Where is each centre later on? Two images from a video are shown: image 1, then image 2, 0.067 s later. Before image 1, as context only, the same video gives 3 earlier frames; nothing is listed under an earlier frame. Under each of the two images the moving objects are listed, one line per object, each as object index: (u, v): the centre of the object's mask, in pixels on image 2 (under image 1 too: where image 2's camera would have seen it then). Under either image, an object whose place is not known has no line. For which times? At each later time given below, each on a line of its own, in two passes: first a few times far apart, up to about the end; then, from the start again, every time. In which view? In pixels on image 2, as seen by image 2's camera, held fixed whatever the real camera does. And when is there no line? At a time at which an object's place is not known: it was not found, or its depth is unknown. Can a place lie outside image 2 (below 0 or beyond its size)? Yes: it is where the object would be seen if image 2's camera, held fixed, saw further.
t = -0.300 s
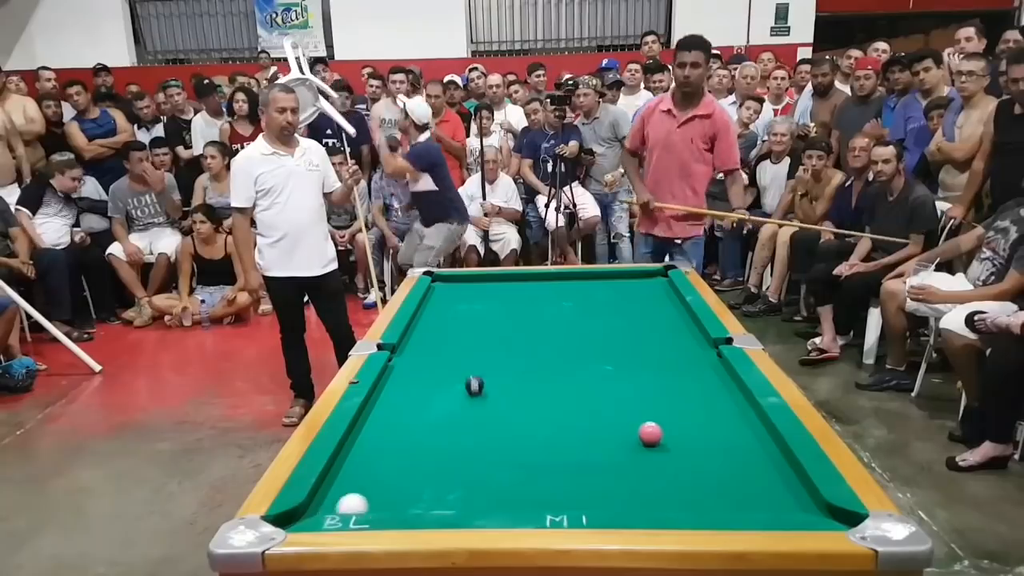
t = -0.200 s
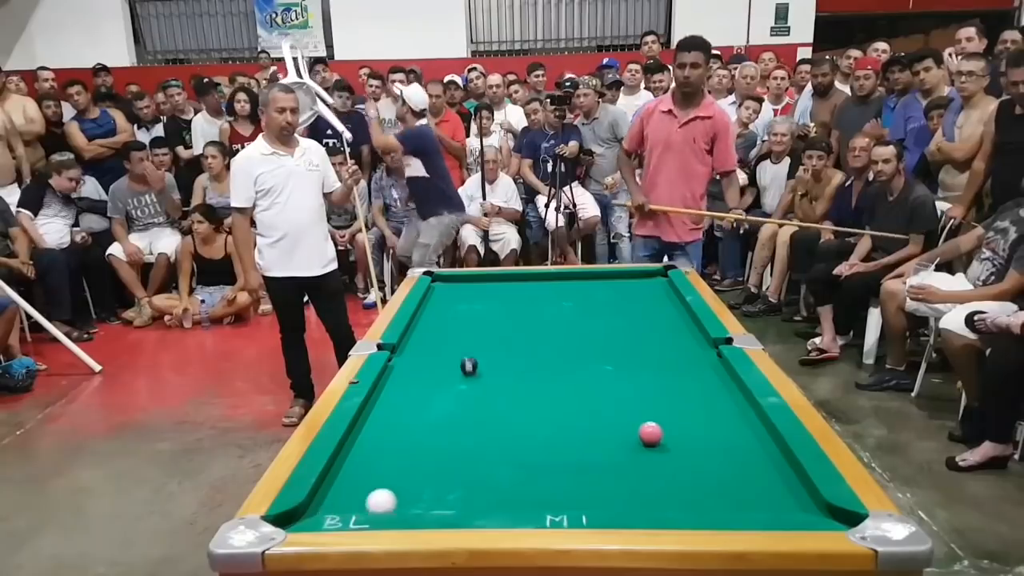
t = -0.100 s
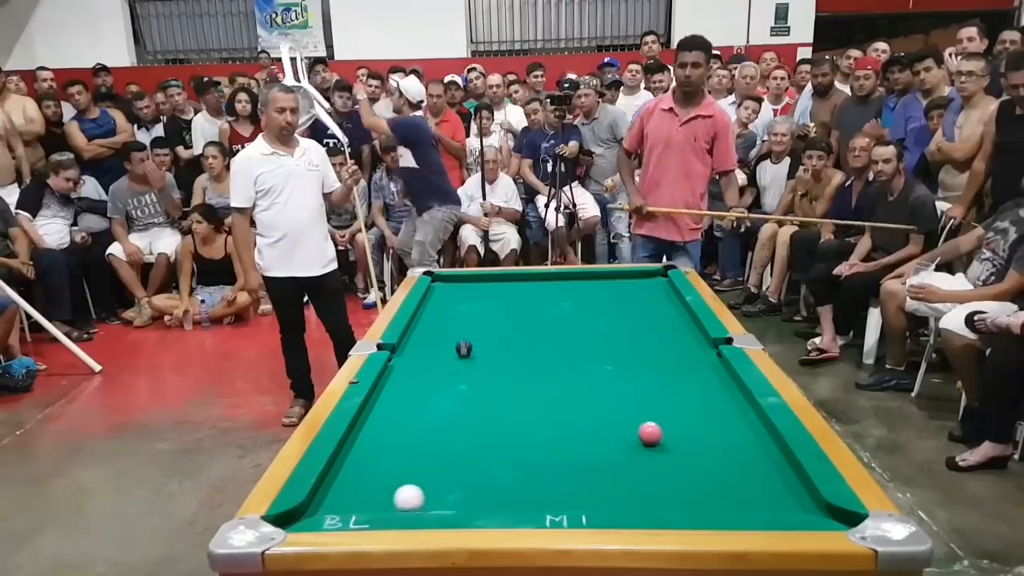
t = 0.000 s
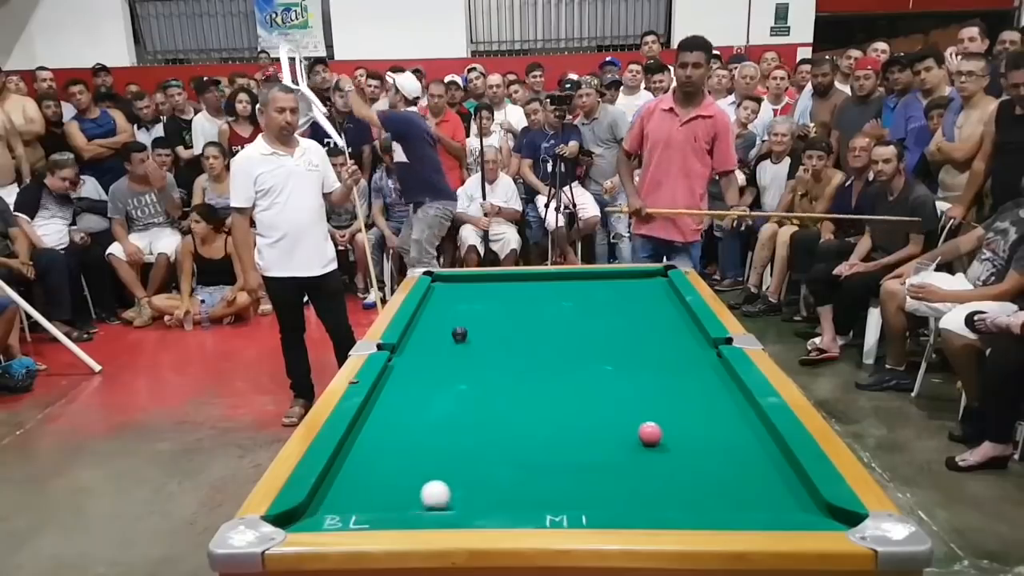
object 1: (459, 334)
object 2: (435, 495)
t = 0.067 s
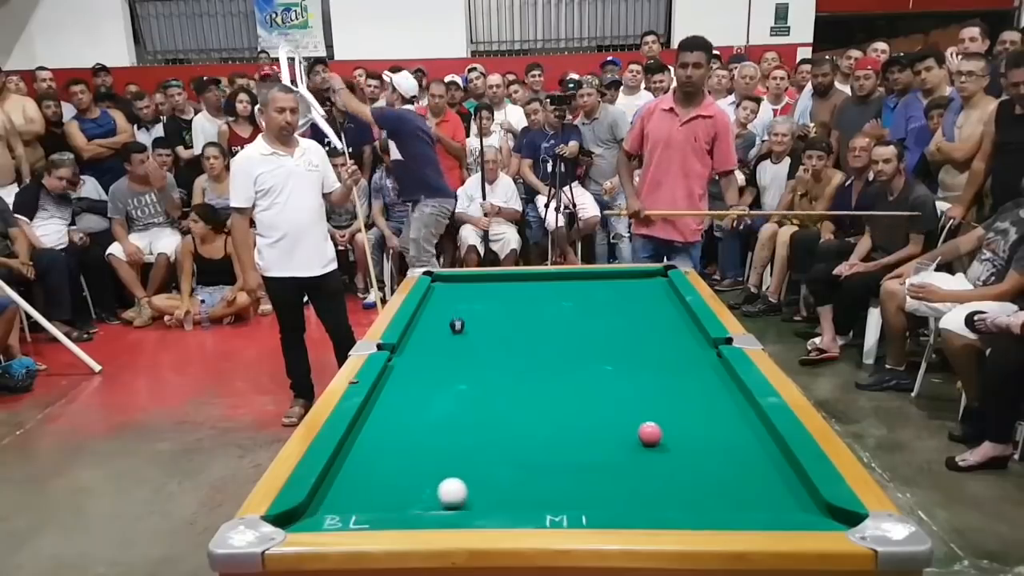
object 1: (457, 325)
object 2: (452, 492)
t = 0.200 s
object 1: (452, 309)
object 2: (485, 487)
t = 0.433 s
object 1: (446, 286)
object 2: (537, 479)
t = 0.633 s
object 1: (442, 282)
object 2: (579, 473)
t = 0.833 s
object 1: (462, 288)
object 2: (613, 468)
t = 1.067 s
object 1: (487, 297)
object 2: (654, 461)
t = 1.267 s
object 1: (509, 304)
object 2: (686, 456)
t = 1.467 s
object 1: (532, 311)
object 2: (716, 452)
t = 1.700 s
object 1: (560, 320)
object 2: (746, 447)
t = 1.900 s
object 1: (586, 328)
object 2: (770, 443)
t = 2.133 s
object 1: (617, 338)
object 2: (750, 441)
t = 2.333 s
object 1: (642, 346)
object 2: (737, 438)
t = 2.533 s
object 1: (671, 356)
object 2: (723, 437)
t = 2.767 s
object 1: (707, 366)
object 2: (713, 435)
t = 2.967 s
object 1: (718, 374)
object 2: (706, 434)
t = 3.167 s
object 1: (706, 379)
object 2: (702, 433)
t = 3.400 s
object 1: (694, 385)
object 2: (701, 433)
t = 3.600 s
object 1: (684, 390)
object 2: (701, 433)
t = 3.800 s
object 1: (676, 393)
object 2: (701, 432)
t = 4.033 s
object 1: (666, 397)
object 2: (701, 433)
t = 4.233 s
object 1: (659, 400)
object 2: (701, 432)
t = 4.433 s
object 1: (653, 402)
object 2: (701, 433)
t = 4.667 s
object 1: (648, 404)
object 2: (701, 433)
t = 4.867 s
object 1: (644, 405)
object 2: (701, 433)
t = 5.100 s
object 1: (643, 405)
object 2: (701, 432)
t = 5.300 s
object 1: (643, 405)
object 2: (701, 433)
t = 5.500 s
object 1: (643, 405)
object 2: (701, 433)
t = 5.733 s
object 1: (643, 405)
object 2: (701, 432)
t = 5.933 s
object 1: (644, 405)
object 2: (701, 432)
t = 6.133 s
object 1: (644, 405)
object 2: (701, 432)
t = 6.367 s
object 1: (643, 405)
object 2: (701, 433)
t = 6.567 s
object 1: (644, 405)
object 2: (701, 432)
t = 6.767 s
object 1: (644, 405)
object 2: (701, 432)
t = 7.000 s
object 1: (644, 405)
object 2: (701, 432)
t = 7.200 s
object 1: (644, 405)
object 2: (701, 432)
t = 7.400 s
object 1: (644, 405)
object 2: (701, 432)
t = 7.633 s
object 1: (644, 405)
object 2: (701, 432)
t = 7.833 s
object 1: (644, 405)
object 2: (701, 432)
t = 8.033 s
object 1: (644, 405)
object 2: (701, 432)
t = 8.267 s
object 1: (643, 405)
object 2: (701, 432)
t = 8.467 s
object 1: (643, 405)
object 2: (701, 432)
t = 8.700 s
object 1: (643, 405)
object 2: (701, 432)
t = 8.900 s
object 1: (644, 405)
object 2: (701, 432)
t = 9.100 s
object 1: (644, 405)
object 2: (701, 432)
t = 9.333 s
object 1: (644, 405)
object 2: (702, 432)
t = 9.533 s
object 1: (644, 405)
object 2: (701, 432)
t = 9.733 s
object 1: (643, 405)
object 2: (701, 432)
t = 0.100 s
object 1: (455, 321)
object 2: (460, 491)
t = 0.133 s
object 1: (454, 317)
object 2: (468, 490)
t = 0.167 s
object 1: (453, 314)
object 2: (477, 489)
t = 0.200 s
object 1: (452, 309)
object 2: (485, 487)
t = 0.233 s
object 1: (451, 306)
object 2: (492, 486)
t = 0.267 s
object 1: (450, 302)
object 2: (500, 485)
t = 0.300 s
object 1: (449, 299)
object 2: (508, 484)
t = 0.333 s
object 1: (448, 296)
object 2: (515, 482)
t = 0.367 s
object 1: (447, 292)
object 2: (523, 481)
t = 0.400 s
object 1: (447, 289)
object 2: (530, 480)
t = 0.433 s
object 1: (446, 286)
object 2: (537, 479)
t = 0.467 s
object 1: (445, 283)
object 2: (544, 478)
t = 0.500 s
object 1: (444, 281)
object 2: (551, 477)
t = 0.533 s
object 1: (443, 279)
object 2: (558, 476)
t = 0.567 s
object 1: (437, 280)
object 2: (565, 475)
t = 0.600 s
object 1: (438, 281)
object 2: (572, 474)
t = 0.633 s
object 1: (442, 282)
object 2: (579, 473)
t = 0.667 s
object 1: (446, 283)
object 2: (585, 472)
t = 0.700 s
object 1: (447, 284)
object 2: (588, 471)
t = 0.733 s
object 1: (451, 285)
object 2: (594, 470)
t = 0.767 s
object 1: (454, 287)
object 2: (601, 469)
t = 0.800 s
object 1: (458, 287)
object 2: (607, 468)
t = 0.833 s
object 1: (462, 288)
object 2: (613, 468)
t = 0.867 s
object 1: (465, 290)
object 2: (619, 467)
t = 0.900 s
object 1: (468, 291)
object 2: (625, 466)
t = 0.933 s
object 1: (472, 292)
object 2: (631, 465)
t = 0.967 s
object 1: (476, 293)
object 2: (638, 464)
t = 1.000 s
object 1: (479, 294)
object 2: (643, 463)
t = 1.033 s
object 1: (483, 296)
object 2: (649, 462)
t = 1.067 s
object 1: (487, 297)
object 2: (654, 461)
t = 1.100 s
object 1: (490, 298)
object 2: (660, 460)
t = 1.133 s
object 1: (494, 299)
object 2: (665, 460)
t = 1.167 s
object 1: (498, 301)
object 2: (671, 459)
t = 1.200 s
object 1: (502, 302)
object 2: (676, 458)
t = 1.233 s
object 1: (505, 303)
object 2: (681, 457)
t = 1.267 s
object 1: (509, 304)
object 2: (686, 456)
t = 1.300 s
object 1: (513, 305)
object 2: (692, 456)
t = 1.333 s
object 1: (517, 306)
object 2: (696, 455)
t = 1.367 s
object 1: (521, 308)
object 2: (701, 454)
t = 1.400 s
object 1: (524, 309)
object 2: (706, 454)
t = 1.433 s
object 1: (528, 310)
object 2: (711, 453)
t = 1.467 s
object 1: (532, 311)
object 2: (716, 452)
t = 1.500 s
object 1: (536, 312)
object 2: (720, 451)
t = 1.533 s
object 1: (540, 314)
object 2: (725, 451)
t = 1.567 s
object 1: (544, 316)
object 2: (729, 450)
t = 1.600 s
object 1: (548, 316)
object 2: (734, 449)
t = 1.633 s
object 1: (552, 318)
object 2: (738, 449)
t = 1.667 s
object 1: (556, 319)
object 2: (742, 448)
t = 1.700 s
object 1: (560, 320)
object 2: (746, 447)
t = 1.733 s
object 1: (565, 322)
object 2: (750, 447)
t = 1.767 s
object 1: (569, 323)
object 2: (754, 446)
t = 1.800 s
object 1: (573, 325)
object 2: (759, 446)
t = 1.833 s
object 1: (577, 326)
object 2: (763, 445)
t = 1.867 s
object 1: (581, 327)
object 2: (766, 444)
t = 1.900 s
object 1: (586, 328)
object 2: (770, 443)
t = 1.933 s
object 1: (590, 330)
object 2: (768, 443)
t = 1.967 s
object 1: (594, 332)
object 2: (765, 443)
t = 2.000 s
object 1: (599, 333)
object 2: (762, 442)
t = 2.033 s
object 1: (603, 334)
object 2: (759, 442)
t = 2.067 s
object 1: (608, 336)
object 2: (756, 441)
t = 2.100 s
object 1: (612, 337)
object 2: (753, 441)
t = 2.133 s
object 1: (617, 338)
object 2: (750, 441)
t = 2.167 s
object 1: (622, 340)
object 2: (747, 440)
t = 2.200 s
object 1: (626, 341)
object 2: (745, 440)
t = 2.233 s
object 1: (628, 342)
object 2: (743, 440)
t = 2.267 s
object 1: (633, 344)
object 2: (741, 439)
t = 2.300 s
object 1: (638, 345)
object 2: (739, 439)
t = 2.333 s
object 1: (642, 346)
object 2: (737, 438)
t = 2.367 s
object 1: (647, 348)
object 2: (734, 438)
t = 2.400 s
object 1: (652, 349)
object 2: (732, 438)
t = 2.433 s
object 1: (657, 351)
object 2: (730, 438)
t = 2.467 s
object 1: (662, 352)
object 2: (728, 437)
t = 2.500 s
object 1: (666, 354)
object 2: (726, 437)
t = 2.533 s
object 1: (671, 356)
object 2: (723, 437)
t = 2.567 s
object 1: (676, 358)
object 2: (721, 437)
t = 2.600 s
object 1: (681, 359)
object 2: (720, 437)
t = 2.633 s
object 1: (686, 360)
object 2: (718, 436)
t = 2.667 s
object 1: (691, 362)
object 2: (717, 436)
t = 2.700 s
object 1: (696, 363)
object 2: (715, 436)
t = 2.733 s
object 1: (701, 365)
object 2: (714, 435)
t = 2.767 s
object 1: (707, 366)
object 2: (713, 435)
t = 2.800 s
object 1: (712, 368)
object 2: (712, 435)
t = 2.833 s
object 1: (717, 370)
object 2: (711, 434)
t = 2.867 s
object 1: (722, 371)
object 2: (710, 434)
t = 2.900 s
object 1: (722, 372)
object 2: (709, 434)
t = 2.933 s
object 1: (720, 373)
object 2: (707, 434)
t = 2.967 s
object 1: (718, 374)
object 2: (706, 434)
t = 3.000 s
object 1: (716, 375)
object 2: (706, 434)
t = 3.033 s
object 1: (714, 376)
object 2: (705, 433)
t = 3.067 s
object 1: (712, 377)
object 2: (704, 433)
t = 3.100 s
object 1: (710, 378)
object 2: (704, 433)
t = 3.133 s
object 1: (708, 378)
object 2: (703, 433)
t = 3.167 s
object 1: (706, 379)
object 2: (702, 433)
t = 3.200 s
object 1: (705, 380)
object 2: (702, 433)
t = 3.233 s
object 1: (703, 381)
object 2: (702, 433)
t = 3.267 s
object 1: (701, 382)
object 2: (701, 433)
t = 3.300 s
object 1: (699, 383)
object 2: (701, 433)
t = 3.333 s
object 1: (698, 383)
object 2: (701, 433)
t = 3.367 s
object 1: (696, 384)
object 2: (701, 433)
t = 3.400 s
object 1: (694, 385)
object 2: (701, 433)
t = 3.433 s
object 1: (692, 386)
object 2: (701, 433)
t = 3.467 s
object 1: (691, 386)
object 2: (701, 433)
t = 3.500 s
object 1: (689, 387)
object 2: (701, 433)
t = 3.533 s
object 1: (687, 388)
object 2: (701, 433)
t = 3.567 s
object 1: (685, 389)
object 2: (701, 432)
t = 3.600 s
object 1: (684, 390)
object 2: (701, 433)
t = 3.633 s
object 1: (682, 390)
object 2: (701, 432)
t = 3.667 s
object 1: (681, 391)
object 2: (701, 432)
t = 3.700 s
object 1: (680, 392)
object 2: (701, 432)
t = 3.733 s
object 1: (678, 393)
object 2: (701, 432)
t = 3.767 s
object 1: (677, 393)
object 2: (701, 432)
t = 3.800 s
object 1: (676, 393)
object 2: (701, 432)
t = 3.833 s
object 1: (675, 394)
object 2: (701, 432)
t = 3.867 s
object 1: (673, 394)
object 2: (701, 432)
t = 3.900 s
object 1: (672, 395)
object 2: (701, 432)
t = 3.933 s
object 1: (671, 395)
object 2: (701, 433)
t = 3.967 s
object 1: (669, 396)
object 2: (701, 433)
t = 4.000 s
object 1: (668, 396)
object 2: (701, 432)
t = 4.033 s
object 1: (666, 397)
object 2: (701, 433)
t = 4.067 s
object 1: (665, 398)
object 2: (701, 433)
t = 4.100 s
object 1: (664, 398)
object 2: (701, 433)
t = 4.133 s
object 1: (663, 399)
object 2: (701, 433)
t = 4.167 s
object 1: (661, 399)
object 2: (701, 433)
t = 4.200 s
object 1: (660, 400)
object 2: (701, 433)
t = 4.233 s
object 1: (659, 400)
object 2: (701, 432)
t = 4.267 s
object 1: (658, 400)
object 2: (701, 433)
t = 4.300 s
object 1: (657, 401)
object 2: (701, 433)
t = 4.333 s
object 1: (656, 401)
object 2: (701, 433)
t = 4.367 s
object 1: (655, 401)
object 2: (701, 433)
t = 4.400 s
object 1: (654, 402)
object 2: (701, 433)
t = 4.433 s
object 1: (653, 402)
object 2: (701, 433)
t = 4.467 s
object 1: (652, 402)
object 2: (701, 433)
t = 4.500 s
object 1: (651, 402)
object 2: (701, 433)
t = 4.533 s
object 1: (651, 403)
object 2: (701, 433)
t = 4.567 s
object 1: (650, 403)
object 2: (701, 433)
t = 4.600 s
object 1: (649, 403)
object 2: (701, 433)
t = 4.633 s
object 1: (648, 403)
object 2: (701, 433)
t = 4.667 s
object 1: (648, 404)
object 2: (701, 433)
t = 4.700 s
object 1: (647, 404)
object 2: (701, 433)
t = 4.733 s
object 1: (646, 404)
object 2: (701, 433)
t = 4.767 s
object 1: (646, 404)
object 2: (701, 433)
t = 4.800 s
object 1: (645, 404)
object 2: (701, 433)
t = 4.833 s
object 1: (645, 405)
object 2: (701, 433)
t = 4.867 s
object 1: (644, 405)
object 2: (701, 433)
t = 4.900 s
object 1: (644, 405)
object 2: (701, 432)
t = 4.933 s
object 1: (643, 405)
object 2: (701, 432)
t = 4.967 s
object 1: (643, 405)
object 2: (701, 432)
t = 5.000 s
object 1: (643, 405)
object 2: (701, 432)
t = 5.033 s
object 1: (643, 405)
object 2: (701, 432)
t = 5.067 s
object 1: (643, 405)
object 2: (701, 432)
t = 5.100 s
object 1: (643, 405)
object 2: (701, 432)
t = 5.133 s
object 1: (643, 405)
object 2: (701, 432)
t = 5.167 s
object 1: (643, 405)
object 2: (701, 432)
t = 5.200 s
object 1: (643, 405)
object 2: (701, 432)
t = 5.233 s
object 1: (643, 405)
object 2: (701, 432)
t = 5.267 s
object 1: (643, 405)
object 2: (701, 432)
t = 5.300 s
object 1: (643, 405)
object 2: (701, 433)
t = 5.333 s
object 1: (643, 405)
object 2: (701, 433)
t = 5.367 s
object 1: (643, 405)
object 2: (701, 433)
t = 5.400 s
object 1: (643, 405)
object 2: (701, 433)
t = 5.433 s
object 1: (643, 405)
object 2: (701, 432)
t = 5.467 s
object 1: (643, 405)
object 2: (701, 433)
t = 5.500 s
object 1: (643, 405)
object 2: (701, 433)
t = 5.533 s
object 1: (643, 405)
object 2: (701, 433)
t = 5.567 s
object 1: (643, 405)
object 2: (701, 433)
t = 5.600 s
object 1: (644, 405)
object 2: (701, 432)
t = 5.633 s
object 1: (643, 405)
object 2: (701, 433)
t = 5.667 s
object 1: (643, 405)
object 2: (701, 432)
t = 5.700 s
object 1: (643, 405)
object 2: (701, 432)
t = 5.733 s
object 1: (643, 405)
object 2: (701, 432)
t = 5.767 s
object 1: (643, 405)
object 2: (701, 432)
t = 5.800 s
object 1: (643, 405)
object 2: (701, 432)
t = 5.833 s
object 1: (643, 405)
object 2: (701, 432)
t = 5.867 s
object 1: (643, 405)
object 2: (701, 432)
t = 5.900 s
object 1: (643, 405)
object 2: (701, 432)
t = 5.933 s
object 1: (644, 405)
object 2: (701, 432)
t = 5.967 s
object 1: (643, 405)
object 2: (701, 432)
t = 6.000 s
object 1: (644, 405)
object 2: (701, 432)
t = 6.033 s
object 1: (644, 405)
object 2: (701, 432)
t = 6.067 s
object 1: (644, 405)
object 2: (701, 432)
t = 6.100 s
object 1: (644, 405)
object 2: (701, 432)
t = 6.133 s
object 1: (644, 405)
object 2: (701, 432)
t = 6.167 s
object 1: (644, 405)
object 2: (702, 432)
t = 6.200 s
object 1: (644, 405)
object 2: (702, 432)
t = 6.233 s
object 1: (644, 405)
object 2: (702, 432)
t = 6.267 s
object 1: (644, 405)
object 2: (701, 432)
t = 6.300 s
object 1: (644, 405)
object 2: (701, 432)
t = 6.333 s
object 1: (644, 405)
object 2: (701, 433)
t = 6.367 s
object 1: (643, 405)
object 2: (701, 433)
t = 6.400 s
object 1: (644, 405)
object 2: (701, 433)
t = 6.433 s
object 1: (644, 405)
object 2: (701, 433)
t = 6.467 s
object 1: (644, 405)
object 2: (701, 432)
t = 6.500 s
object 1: (644, 405)
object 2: (701, 433)
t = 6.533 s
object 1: (644, 405)
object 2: (701, 432)
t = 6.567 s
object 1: (644, 405)
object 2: (701, 432)
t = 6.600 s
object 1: (644, 405)
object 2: (701, 432)
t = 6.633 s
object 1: (644, 405)
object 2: (701, 432)
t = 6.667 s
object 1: (644, 405)
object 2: (701, 432)
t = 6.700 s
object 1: (644, 405)
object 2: (701, 432)
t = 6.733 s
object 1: (644, 405)
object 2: (701, 432)
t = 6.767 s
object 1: (644, 405)
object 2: (701, 432)
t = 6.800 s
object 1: (644, 405)
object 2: (701, 432)
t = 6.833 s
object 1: (644, 405)
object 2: (701, 432)
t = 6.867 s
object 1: (644, 405)
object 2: (701, 432)
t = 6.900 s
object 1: (644, 405)
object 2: (701, 432)
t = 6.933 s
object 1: (644, 405)
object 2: (701, 432)
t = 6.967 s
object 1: (644, 405)
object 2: (701, 432)
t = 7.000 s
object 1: (644, 405)
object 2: (701, 432)
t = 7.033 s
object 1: (644, 405)
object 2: (701, 432)
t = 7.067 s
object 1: (644, 405)
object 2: (701, 432)
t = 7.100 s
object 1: (644, 405)
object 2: (701, 432)
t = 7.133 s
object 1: (644, 405)
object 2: (701, 432)
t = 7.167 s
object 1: (644, 405)
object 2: (701, 432)
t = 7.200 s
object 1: (644, 405)
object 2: (701, 432)
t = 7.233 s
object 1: (644, 405)
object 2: (701, 432)
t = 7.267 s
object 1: (644, 405)
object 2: (701, 432)
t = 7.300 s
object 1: (644, 405)
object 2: (701, 432)
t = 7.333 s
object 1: (644, 405)
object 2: (701, 432)
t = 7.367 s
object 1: (644, 405)
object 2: (701, 432)
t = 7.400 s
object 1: (644, 405)
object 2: (701, 432)
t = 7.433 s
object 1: (644, 405)
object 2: (701, 432)
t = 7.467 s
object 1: (644, 405)
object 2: (701, 432)
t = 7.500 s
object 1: (644, 405)
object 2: (701, 432)
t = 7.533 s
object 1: (644, 405)
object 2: (701, 432)
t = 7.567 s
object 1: (644, 405)
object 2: (701, 432)
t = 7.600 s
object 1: (644, 405)
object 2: (701, 432)
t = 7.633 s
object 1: (644, 405)
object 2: (701, 432)
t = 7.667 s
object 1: (644, 405)
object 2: (701, 432)
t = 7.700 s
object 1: (644, 405)
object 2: (701, 432)
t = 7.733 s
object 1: (644, 405)
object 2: (701, 432)
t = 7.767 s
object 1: (644, 405)
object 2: (701, 432)
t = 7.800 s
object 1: (644, 405)
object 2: (701, 432)
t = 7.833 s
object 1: (644, 405)
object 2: (701, 432)
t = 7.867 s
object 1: (644, 405)
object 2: (701, 432)
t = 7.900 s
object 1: (644, 405)
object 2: (701, 432)
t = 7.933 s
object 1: (644, 405)
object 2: (701, 432)
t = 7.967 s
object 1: (644, 405)
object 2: (701, 432)
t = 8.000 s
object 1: (644, 405)
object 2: (701, 432)
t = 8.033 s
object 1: (644, 405)
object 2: (701, 432)
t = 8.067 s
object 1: (644, 405)
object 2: (701, 432)
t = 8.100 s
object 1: (644, 405)
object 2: (701, 432)
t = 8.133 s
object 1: (644, 405)
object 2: (701, 432)
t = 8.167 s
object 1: (643, 405)
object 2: (701, 432)
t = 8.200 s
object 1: (644, 405)
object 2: (701, 432)
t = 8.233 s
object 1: (643, 405)
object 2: (701, 432)
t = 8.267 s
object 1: (643, 405)
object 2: (701, 432)
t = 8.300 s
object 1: (644, 405)
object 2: (701, 432)
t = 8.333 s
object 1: (643, 405)
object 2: (701, 432)
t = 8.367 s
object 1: (643, 405)
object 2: (701, 432)
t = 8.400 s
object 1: (643, 405)
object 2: (701, 432)
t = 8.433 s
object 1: (643, 405)
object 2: (701, 432)
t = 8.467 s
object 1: (643, 405)
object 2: (701, 432)
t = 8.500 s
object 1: (643, 405)
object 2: (701, 432)
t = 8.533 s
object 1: (643, 405)
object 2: (701, 432)
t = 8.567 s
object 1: (644, 405)
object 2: (701, 432)
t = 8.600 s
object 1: (644, 405)
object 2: (701, 432)
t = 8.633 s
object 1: (643, 405)
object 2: (701, 432)
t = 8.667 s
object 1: (643, 405)
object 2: (701, 432)
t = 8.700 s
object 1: (643, 405)
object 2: (701, 432)
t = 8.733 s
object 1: (644, 405)
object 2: (701, 432)
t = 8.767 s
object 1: (643, 405)
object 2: (701, 432)
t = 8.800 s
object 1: (643, 405)
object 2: (701, 432)
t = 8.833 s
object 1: (644, 405)
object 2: (701, 432)
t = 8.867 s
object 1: (643, 405)
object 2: (701, 432)
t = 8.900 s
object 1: (644, 405)
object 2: (701, 432)
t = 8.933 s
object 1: (644, 405)
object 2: (701, 432)
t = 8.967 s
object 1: (644, 405)
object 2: (701, 432)
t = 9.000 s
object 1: (644, 405)
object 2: (701, 432)
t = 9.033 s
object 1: (644, 405)
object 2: (701, 432)
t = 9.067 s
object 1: (644, 405)
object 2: (701, 432)
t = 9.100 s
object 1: (644, 405)
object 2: (701, 432)
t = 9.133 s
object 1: (644, 405)
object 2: (701, 432)
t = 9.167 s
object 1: (644, 405)
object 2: (701, 432)
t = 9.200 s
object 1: (644, 405)
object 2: (702, 432)
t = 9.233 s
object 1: (644, 405)
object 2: (702, 432)
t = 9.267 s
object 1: (644, 405)
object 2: (702, 432)
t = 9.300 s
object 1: (644, 405)
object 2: (702, 432)
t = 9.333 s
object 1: (644, 405)
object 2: (702, 432)
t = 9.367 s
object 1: (644, 405)
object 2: (701, 432)
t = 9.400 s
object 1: (643, 405)
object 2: (701, 432)
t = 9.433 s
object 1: (644, 405)
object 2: (701, 432)
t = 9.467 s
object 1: (643, 405)
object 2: (701, 432)
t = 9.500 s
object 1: (644, 405)
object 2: (701, 432)
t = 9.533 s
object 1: (644, 405)
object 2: (701, 432)
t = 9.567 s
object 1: (643, 405)
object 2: (701, 432)
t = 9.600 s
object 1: (644, 405)
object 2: (701, 432)
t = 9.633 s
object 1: (643, 405)
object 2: (701, 432)
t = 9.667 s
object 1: (644, 405)
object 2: (701, 432)
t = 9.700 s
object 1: (644, 405)
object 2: (701, 432)
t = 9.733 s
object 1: (643, 405)
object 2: (701, 432)
